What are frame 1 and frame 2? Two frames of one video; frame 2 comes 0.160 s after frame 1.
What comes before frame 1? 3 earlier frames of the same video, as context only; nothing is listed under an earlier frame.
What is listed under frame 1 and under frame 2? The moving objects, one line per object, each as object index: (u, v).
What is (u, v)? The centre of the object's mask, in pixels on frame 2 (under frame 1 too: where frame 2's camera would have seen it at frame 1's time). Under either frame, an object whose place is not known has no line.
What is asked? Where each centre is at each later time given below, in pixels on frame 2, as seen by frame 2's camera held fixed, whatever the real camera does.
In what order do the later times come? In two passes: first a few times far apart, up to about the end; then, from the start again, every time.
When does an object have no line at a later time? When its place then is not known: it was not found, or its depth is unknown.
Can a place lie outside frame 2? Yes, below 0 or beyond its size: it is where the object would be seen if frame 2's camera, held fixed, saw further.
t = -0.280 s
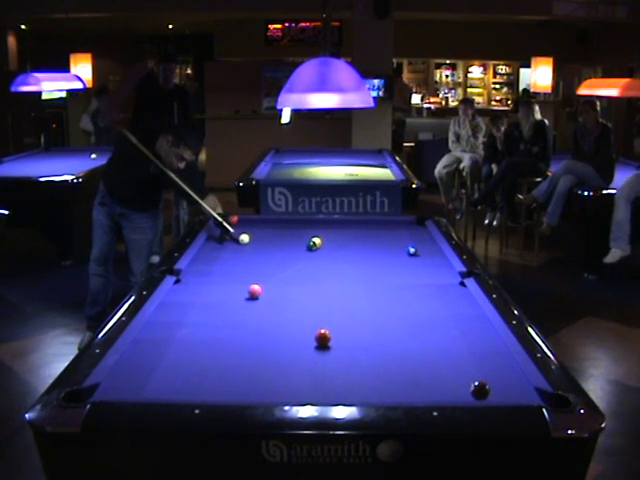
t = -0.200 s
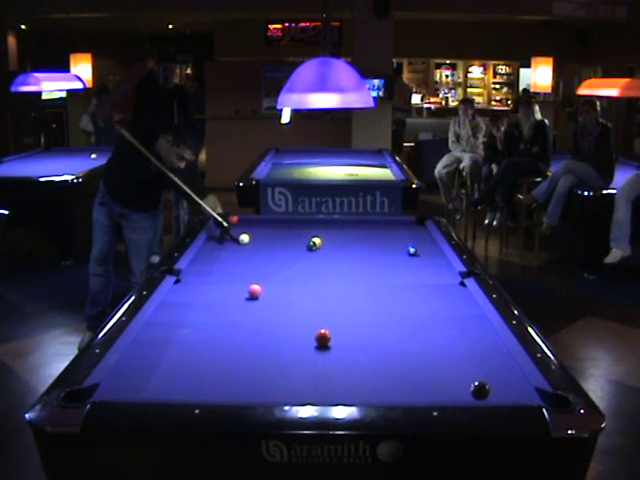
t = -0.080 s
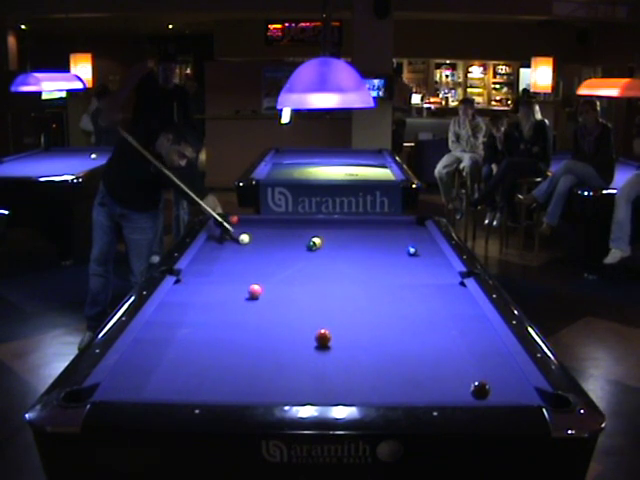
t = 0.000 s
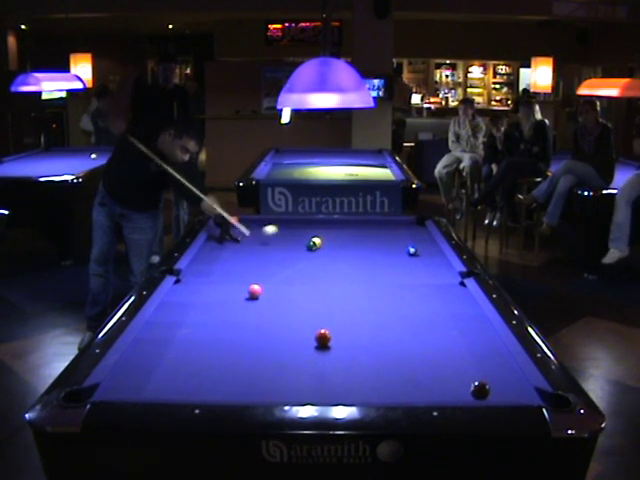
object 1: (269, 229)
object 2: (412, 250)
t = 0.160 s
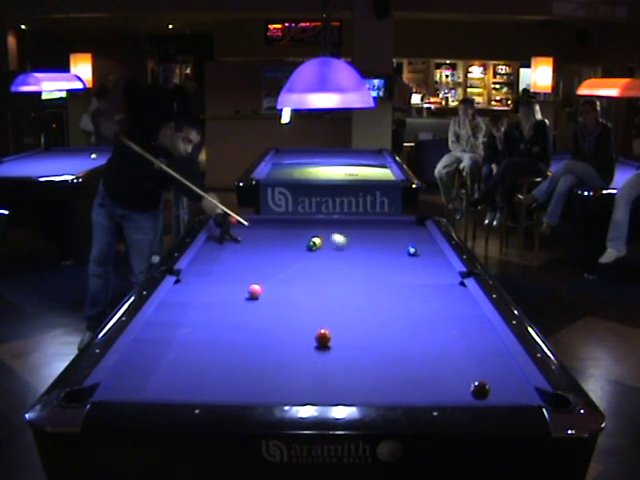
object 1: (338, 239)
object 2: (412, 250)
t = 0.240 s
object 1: (371, 242)
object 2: (412, 250)
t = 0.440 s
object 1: (402, 247)
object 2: (431, 255)
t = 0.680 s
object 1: (402, 244)
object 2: (395, 256)
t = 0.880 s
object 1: (402, 243)
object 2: (362, 258)
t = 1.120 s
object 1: (402, 241)
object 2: (325, 262)
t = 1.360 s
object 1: (401, 239)
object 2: (287, 264)
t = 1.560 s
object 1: (401, 237)
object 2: (256, 266)
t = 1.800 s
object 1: (401, 236)
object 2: (219, 268)
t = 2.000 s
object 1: (401, 235)
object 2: (189, 271)
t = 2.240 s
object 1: (401, 234)
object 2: (207, 271)
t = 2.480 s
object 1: (401, 233)
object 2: (223, 271)
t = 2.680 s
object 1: (401, 233)
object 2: (236, 271)
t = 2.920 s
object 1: (401, 233)
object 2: (250, 272)
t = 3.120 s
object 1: (400, 232)
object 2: (263, 273)
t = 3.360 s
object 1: (400, 232)
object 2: (275, 273)
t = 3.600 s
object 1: (400, 232)
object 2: (287, 273)
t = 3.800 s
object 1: (400, 232)
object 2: (297, 274)
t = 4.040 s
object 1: (400, 232)
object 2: (307, 274)
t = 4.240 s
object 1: (400, 232)
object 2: (313, 274)
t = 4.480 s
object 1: (400, 232)
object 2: (322, 275)
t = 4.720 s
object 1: (400, 232)
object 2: (328, 275)
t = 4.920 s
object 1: (400, 232)
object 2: (333, 275)
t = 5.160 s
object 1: (401, 232)
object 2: (337, 275)
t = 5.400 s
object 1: (400, 232)
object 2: (341, 275)
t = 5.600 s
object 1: (401, 232)
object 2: (343, 275)
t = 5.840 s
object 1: (401, 232)
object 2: (345, 275)
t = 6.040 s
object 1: (401, 232)
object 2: (345, 275)
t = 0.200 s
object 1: (355, 244)
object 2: (412, 250)
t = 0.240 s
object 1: (371, 242)
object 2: (412, 250)
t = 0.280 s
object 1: (387, 243)
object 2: (412, 250)
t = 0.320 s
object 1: (401, 246)
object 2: (414, 251)
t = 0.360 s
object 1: (402, 247)
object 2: (428, 253)
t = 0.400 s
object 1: (402, 247)
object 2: (439, 255)
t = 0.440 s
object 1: (402, 247)
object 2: (431, 255)
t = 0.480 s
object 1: (402, 246)
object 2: (426, 255)
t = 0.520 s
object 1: (402, 246)
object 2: (419, 255)
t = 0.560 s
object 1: (402, 246)
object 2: (413, 256)
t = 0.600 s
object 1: (401, 245)
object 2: (407, 256)
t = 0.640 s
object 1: (402, 245)
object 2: (401, 256)
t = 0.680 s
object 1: (402, 244)
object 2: (395, 256)
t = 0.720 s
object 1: (402, 244)
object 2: (387, 257)
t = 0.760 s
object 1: (402, 243)
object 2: (382, 258)
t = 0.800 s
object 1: (402, 243)
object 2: (375, 258)
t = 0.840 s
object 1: (402, 243)
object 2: (369, 259)
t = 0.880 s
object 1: (402, 243)
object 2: (362, 258)
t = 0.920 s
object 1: (402, 242)
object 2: (357, 260)
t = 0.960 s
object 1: (402, 242)
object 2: (351, 260)
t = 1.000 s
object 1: (402, 241)
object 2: (344, 260)
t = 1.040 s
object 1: (402, 241)
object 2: (338, 261)
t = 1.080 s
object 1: (402, 241)
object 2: (331, 261)
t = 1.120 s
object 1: (402, 241)
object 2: (325, 262)
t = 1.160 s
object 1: (401, 240)
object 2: (319, 262)
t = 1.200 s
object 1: (401, 240)
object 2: (312, 263)
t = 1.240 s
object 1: (401, 239)
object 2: (307, 263)
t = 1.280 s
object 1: (401, 239)
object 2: (299, 263)
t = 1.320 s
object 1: (401, 239)
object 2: (294, 264)
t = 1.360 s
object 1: (401, 239)
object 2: (287, 264)
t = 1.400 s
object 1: (401, 238)
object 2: (280, 265)
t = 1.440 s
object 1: (401, 238)
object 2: (275, 264)
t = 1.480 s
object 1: (401, 238)
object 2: (268, 265)
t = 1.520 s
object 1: (401, 238)
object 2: (262, 266)
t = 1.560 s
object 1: (401, 237)
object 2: (256, 266)
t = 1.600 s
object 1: (401, 237)
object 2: (249, 267)
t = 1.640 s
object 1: (401, 237)
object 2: (244, 267)
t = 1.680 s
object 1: (401, 237)
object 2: (238, 267)
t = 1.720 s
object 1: (401, 237)
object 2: (231, 268)
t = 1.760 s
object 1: (401, 236)
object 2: (225, 268)
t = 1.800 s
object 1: (401, 236)
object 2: (219, 268)
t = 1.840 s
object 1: (401, 236)
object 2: (212, 269)
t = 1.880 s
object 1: (401, 236)
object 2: (207, 269)
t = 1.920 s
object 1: (401, 235)
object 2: (200, 269)
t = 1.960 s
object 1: (401, 235)
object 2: (194, 270)
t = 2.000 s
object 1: (401, 235)
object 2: (189, 271)
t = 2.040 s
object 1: (401, 235)
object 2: (191, 271)
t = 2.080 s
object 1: (401, 235)
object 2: (194, 271)
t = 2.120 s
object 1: (401, 235)
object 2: (197, 271)
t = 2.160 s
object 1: (401, 234)
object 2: (199, 270)
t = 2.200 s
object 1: (401, 234)
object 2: (203, 271)
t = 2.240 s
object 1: (401, 234)
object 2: (207, 271)
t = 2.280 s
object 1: (401, 234)
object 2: (209, 271)
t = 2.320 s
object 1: (401, 234)
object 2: (212, 271)
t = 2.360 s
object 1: (401, 234)
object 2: (214, 271)
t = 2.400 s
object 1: (401, 234)
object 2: (217, 272)
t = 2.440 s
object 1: (401, 233)
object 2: (220, 271)
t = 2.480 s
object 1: (401, 233)
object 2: (223, 271)
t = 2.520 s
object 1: (401, 233)
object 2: (226, 271)
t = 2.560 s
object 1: (401, 233)
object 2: (228, 272)
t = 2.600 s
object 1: (401, 233)
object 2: (231, 272)
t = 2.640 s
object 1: (401, 233)
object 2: (233, 271)
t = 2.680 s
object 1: (401, 233)
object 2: (236, 271)
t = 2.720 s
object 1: (401, 233)
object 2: (238, 271)
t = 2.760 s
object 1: (401, 233)
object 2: (242, 272)
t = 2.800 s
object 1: (401, 233)
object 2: (244, 272)
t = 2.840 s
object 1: (401, 233)
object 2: (246, 272)
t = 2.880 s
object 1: (401, 233)
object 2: (248, 272)
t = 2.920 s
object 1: (401, 233)
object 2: (250, 272)
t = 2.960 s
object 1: (401, 232)
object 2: (253, 272)
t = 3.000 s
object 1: (401, 232)
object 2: (256, 272)
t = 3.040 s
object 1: (400, 232)
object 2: (258, 272)
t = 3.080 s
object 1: (400, 232)
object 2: (260, 273)
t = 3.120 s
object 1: (400, 232)
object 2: (263, 273)
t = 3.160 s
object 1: (400, 233)
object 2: (265, 273)
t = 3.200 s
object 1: (400, 232)
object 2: (267, 273)
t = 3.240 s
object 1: (400, 232)
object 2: (269, 273)
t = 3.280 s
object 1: (400, 232)
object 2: (271, 273)
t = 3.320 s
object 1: (400, 232)
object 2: (273, 273)
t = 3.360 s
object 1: (400, 232)
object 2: (275, 273)
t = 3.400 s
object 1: (400, 232)
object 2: (278, 272)
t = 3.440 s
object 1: (400, 232)
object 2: (280, 272)
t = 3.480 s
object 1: (400, 232)
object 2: (282, 273)
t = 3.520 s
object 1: (400, 232)
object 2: (284, 273)
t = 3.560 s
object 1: (400, 232)
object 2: (285, 273)
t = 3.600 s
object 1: (400, 232)
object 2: (287, 273)
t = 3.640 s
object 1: (400, 232)
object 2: (289, 273)
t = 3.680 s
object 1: (400, 232)
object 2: (291, 273)
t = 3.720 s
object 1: (400, 232)
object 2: (293, 274)
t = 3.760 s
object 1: (400, 232)
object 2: (295, 273)
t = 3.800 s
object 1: (400, 232)
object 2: (297, 274)
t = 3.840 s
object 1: (400, 232)
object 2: (298, 274)
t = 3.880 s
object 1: (400, 232)
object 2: (300, 274)
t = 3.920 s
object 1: (400, 232)
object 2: (302, 274)
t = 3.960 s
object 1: (400, 232)
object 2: (303, 274)
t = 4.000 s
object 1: (400, 232)
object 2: (305, 274)
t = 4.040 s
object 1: (400, 232)
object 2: (307, 274)
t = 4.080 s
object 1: (400, 232)
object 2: (308, 274)
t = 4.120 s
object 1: (400, 232)
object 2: (309, 274)
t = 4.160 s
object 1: (400, 232)
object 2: (310, 274)
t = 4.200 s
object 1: (400, 232)
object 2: (312, 274)
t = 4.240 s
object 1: (400, 232)
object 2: (313, 274)
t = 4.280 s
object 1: (400, 232)
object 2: (315, 274)
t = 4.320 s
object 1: (400, 232)
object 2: (316, 274)
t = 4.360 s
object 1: (400, 232)
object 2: (318, 274)
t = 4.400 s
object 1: (400, 232)
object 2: (319, 274)
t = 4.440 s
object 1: (400, 232)
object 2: (321, 274)
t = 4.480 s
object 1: (400, 232)
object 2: (322, 275)
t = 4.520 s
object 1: (400, 232)
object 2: (323, 275)
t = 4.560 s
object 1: (401, 232)
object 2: (324, 274)
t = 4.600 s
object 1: (400, 233)
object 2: (325, 275)
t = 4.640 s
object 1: (400, 232)
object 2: (326, 274)
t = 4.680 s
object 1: (400, 232)
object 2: (327, 275)
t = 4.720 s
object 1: (400, 232)
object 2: (328, 275)
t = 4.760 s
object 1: (400, 232)
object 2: (329, 275)
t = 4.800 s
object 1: (400, 232)
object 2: (330, 275)
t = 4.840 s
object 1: (400, 232)
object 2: (331, 275)
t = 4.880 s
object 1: (400, 232)
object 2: (332, 275)
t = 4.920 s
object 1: (400, 232)
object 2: (333, 275)
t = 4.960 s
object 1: (400, 232)
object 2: (334, 275)
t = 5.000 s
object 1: (400, 232)
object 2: (335, 275)
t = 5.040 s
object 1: (400, 232)
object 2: (335, 275)
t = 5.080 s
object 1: (400, 232)
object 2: (336, 275)
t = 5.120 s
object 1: (400, 232)
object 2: (337, 275)
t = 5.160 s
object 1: (401, 232)
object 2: (337, 275)
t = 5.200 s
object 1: (400, 232)
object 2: (338, 275)
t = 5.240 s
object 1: (401, 232)
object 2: (339, 275)
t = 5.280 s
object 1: (400, 232)
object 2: (339, 275)
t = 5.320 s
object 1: (400, 232)
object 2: (340, 275)
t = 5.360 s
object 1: (400, 232)
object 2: (340, 275)
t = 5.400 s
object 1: (400, 232)
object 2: (341, 275)
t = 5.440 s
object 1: (401, 232)
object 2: (342, 275)
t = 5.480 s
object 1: (401, 232)
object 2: (342, 275)
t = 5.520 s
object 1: (401, 232)
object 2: (343, 275)
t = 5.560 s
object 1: (400, 232)
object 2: (343, 275)
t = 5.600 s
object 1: (401, 232)
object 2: (343, 275)
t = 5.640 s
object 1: (401, 232)
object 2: (344, 275)
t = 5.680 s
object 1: (401, 232)
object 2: (344, 275)
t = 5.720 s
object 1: (400, 232)
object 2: (344, 275)
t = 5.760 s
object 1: (400, 232)
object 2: (344, 275)
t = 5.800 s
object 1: (400, 232)
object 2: (345, 275)
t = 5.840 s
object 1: (401, 232)
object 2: (345, 275)
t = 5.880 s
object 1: (401, 232)
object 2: (345, 275)
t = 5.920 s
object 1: (401, 232)
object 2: (345, 275)
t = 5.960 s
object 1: (401, 232)
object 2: (345, 275)
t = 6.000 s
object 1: (401, 232)
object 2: (345, 275)
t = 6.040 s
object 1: (401, 232)
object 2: (345, 275)
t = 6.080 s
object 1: (401, 232)
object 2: (345, 275)
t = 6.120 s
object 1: (401, 232)
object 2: (345, 275)
